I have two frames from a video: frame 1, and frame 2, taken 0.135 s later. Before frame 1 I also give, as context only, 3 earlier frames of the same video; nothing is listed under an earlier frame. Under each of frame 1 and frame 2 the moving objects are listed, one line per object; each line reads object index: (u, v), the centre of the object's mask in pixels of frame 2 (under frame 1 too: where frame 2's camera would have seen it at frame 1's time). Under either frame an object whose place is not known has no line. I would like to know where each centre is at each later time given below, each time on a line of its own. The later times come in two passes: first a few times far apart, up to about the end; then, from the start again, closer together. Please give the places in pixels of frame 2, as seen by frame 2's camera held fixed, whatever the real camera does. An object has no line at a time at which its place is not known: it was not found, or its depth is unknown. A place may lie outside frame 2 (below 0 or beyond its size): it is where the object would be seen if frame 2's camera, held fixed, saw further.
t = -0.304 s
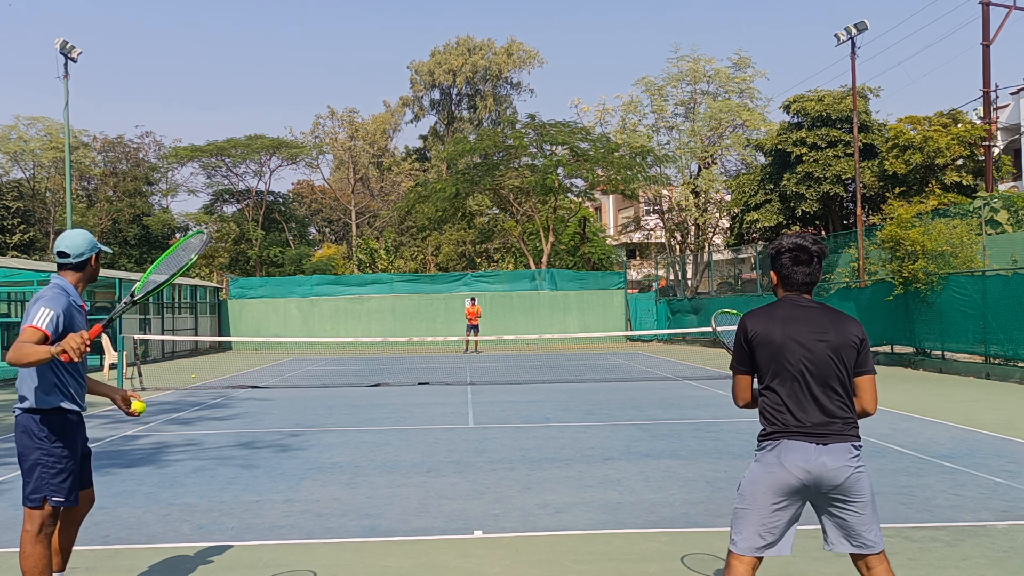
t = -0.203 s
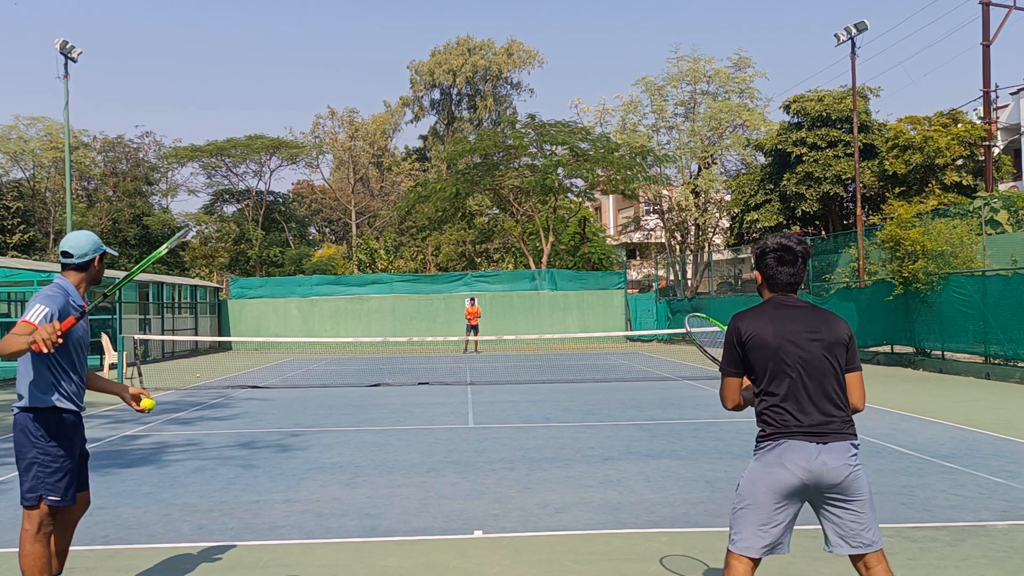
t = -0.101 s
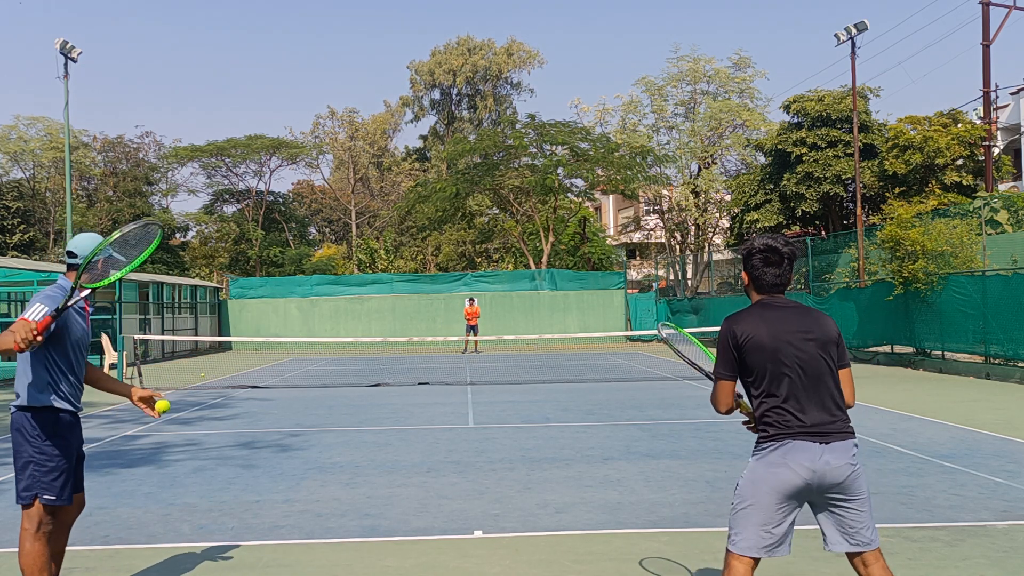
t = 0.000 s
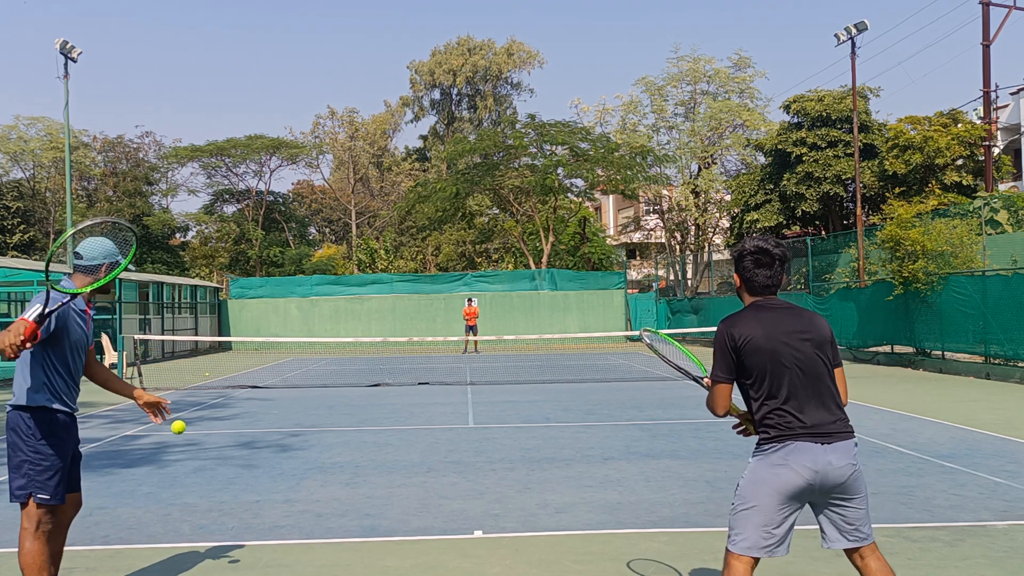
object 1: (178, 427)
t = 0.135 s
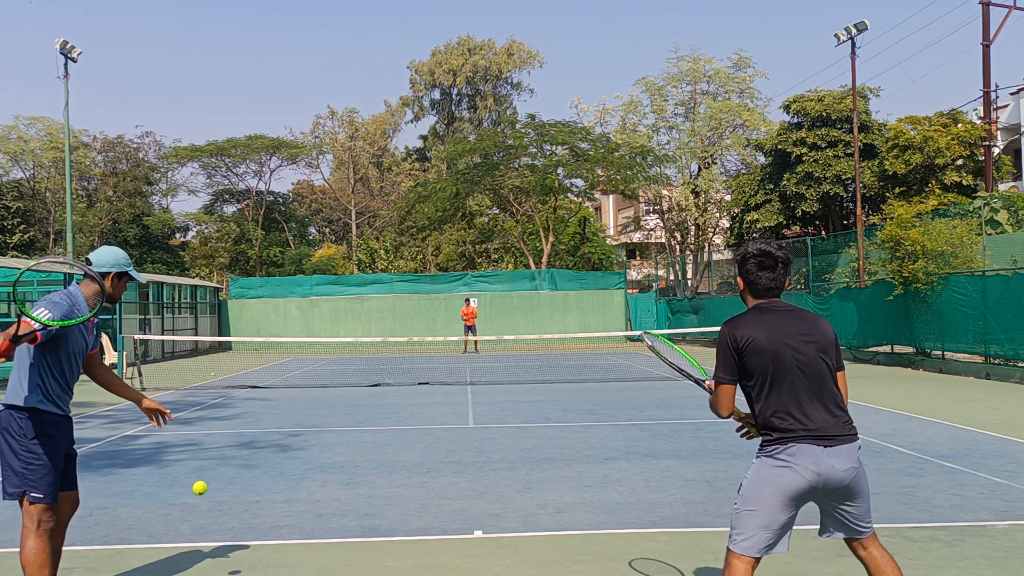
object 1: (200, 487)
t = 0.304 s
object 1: (226, 570)
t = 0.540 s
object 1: (257, 469)
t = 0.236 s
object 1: (216, 558)
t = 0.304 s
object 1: (226, 570)
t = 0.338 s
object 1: (231, 550)
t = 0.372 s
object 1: (235, 531)
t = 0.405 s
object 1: (239, 514)
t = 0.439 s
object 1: (244, 499)
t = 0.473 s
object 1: (249, 487)
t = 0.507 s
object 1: (253, 477)
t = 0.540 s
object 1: (257, 469)
